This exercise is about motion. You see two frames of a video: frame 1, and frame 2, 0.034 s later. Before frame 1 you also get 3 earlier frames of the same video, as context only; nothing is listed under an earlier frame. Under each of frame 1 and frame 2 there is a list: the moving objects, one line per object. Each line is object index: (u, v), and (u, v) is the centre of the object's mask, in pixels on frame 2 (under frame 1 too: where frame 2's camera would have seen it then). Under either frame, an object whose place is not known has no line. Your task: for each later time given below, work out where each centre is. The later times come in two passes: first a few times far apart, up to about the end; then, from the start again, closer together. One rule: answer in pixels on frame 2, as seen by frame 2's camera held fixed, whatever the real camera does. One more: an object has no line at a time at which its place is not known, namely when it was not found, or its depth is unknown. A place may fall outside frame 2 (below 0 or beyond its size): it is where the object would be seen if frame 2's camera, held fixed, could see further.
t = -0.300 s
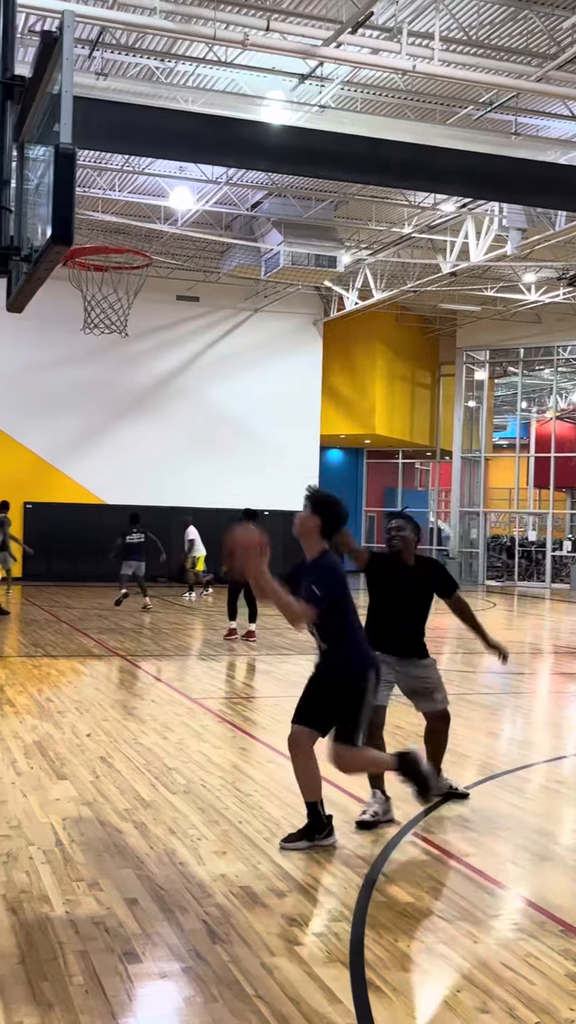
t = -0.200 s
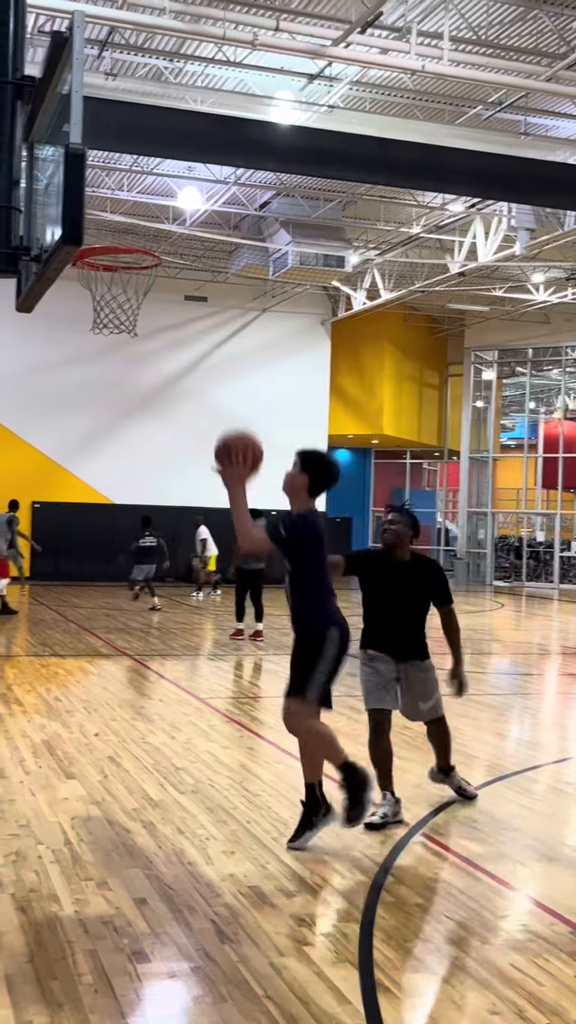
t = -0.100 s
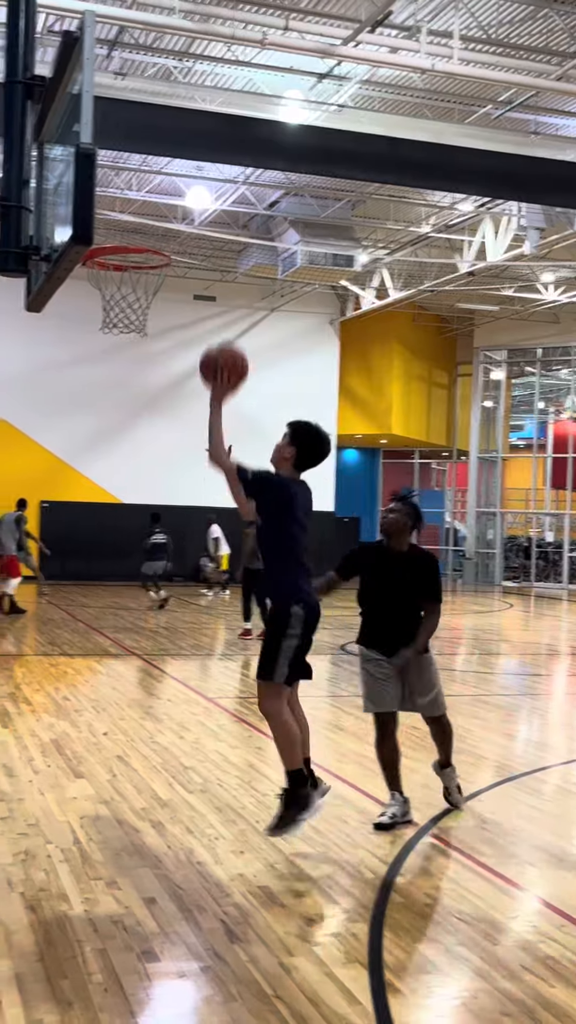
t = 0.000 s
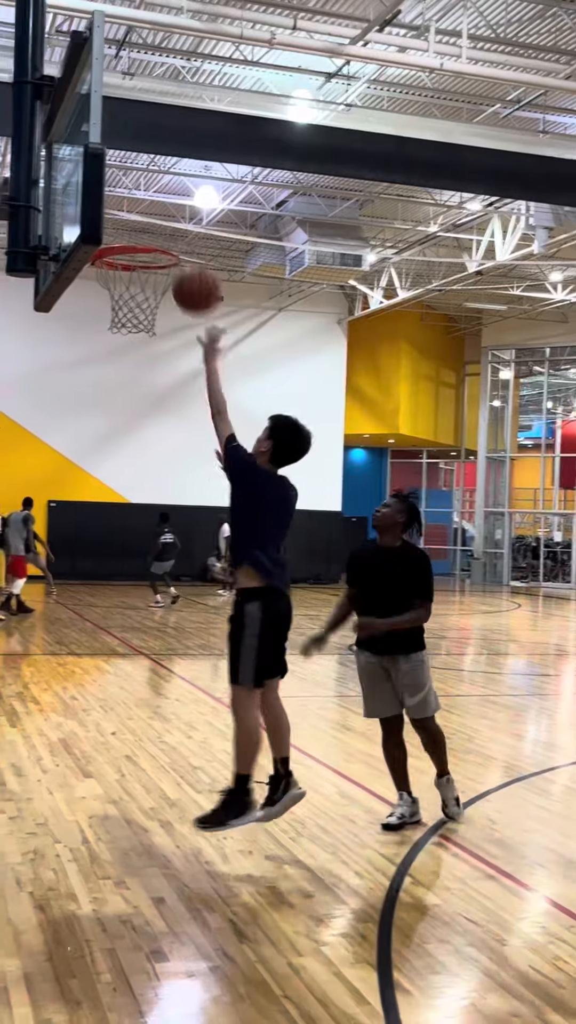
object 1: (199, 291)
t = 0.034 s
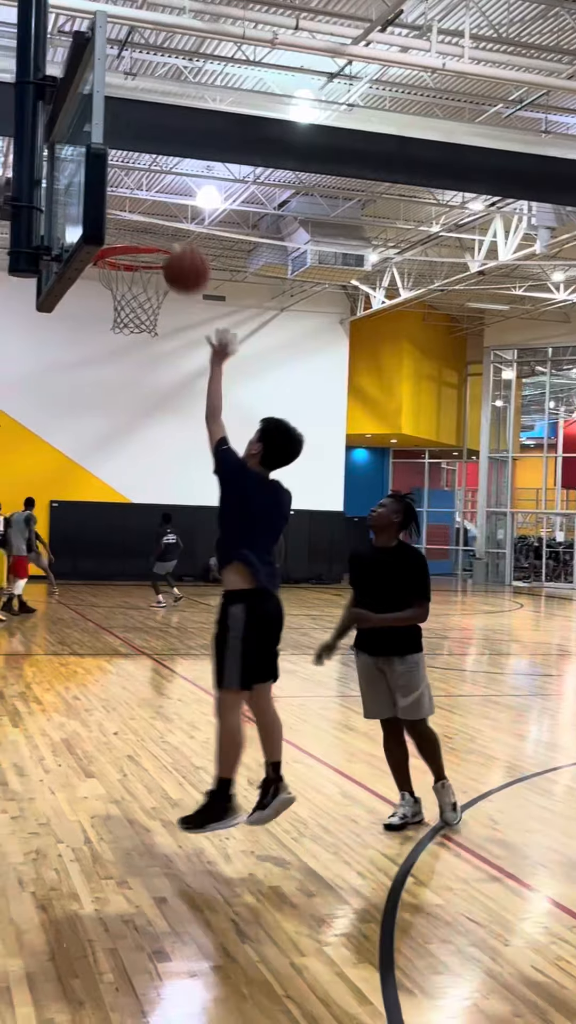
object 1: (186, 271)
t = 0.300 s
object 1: (118, 196)
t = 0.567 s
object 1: (151, 275)
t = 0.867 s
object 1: (157, 374)
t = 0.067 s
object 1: (174, 253)
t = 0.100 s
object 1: (162, 237)
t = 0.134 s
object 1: (150, 223)
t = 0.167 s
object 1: (139, 213)
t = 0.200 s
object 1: (128, 205)
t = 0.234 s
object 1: (121, 198)
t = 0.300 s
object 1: (118, 196)
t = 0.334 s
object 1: (121, 199)
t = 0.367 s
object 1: (124, 204)
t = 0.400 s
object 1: (128, 212)
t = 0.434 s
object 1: (133, 221)
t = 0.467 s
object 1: (138, 230)
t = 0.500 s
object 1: (142, 243)
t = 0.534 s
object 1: (146, 258)
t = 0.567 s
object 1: (151, 275)
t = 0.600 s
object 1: (156, 291)
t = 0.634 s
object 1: (158, 306)
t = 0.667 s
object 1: (162, 314)
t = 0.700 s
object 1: (160, 319)
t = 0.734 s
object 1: (160, 326)
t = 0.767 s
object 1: (159, 336)
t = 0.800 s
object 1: (159, 346)
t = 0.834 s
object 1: (158, 359)
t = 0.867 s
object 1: (157, 374)
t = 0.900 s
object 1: (157, 391)
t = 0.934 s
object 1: (155, 409)
